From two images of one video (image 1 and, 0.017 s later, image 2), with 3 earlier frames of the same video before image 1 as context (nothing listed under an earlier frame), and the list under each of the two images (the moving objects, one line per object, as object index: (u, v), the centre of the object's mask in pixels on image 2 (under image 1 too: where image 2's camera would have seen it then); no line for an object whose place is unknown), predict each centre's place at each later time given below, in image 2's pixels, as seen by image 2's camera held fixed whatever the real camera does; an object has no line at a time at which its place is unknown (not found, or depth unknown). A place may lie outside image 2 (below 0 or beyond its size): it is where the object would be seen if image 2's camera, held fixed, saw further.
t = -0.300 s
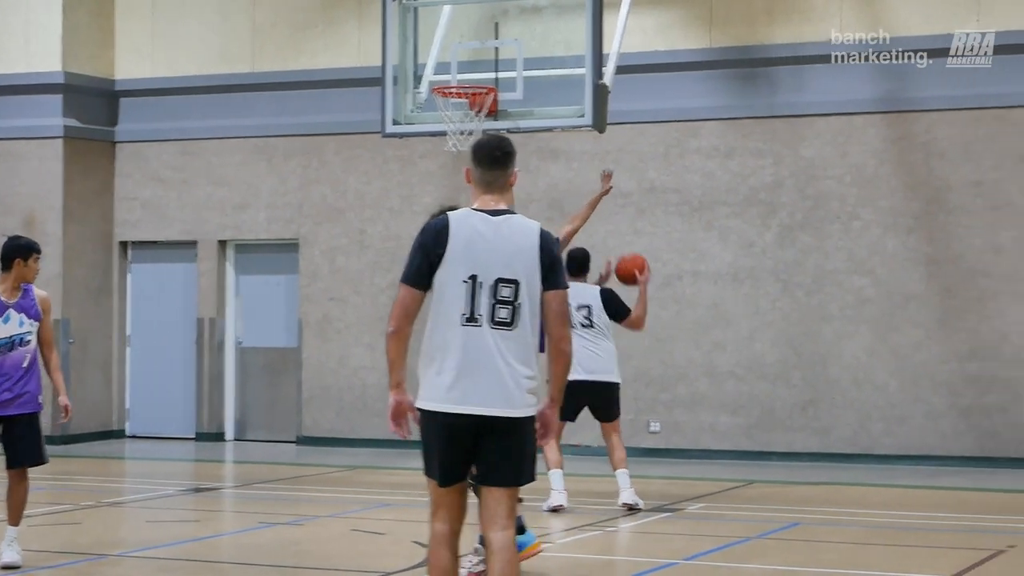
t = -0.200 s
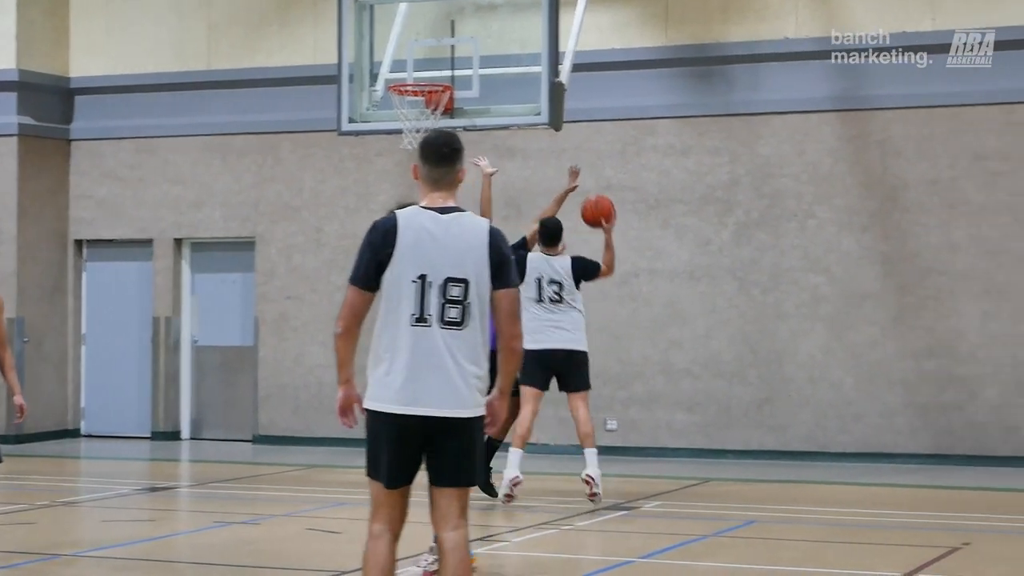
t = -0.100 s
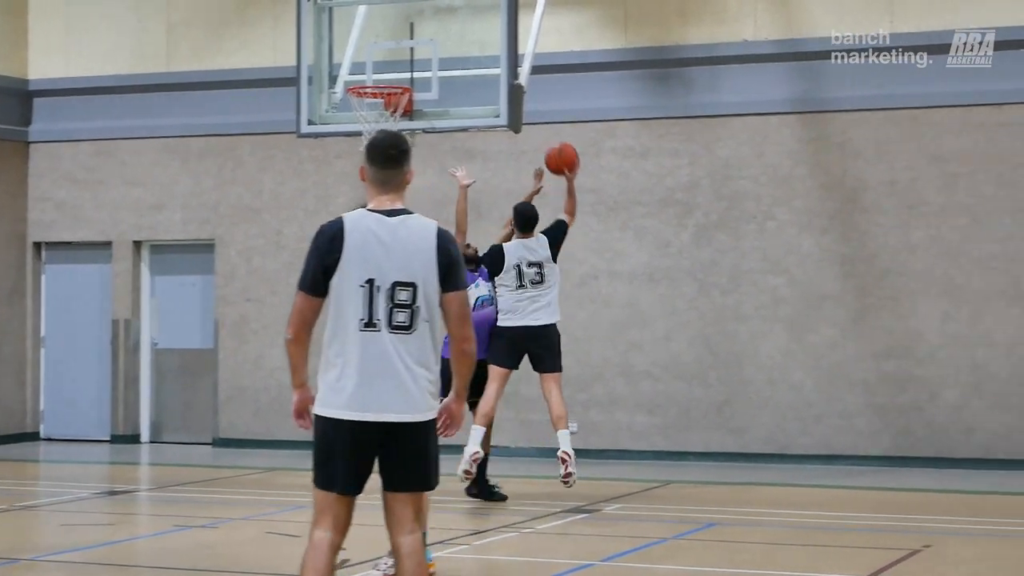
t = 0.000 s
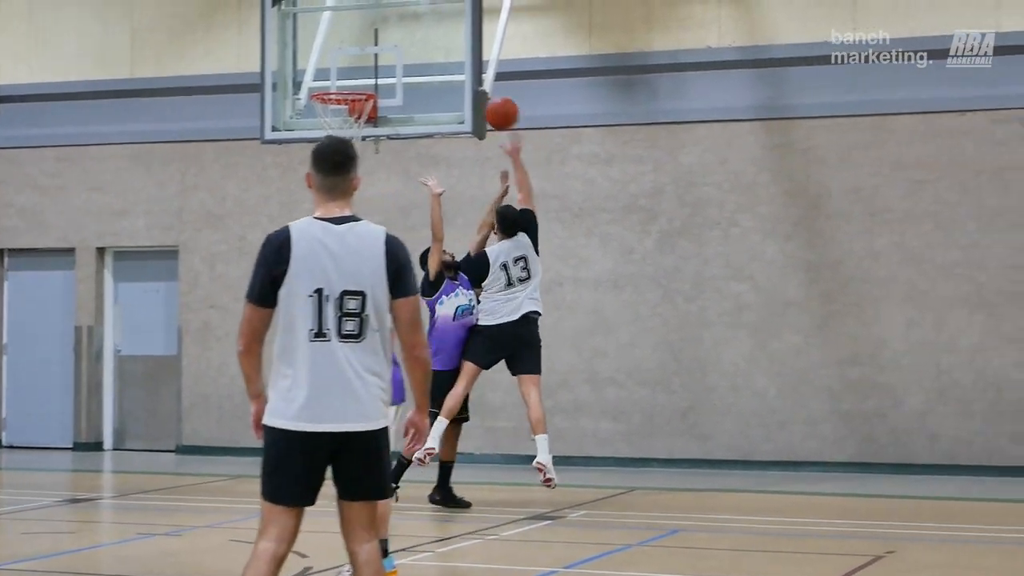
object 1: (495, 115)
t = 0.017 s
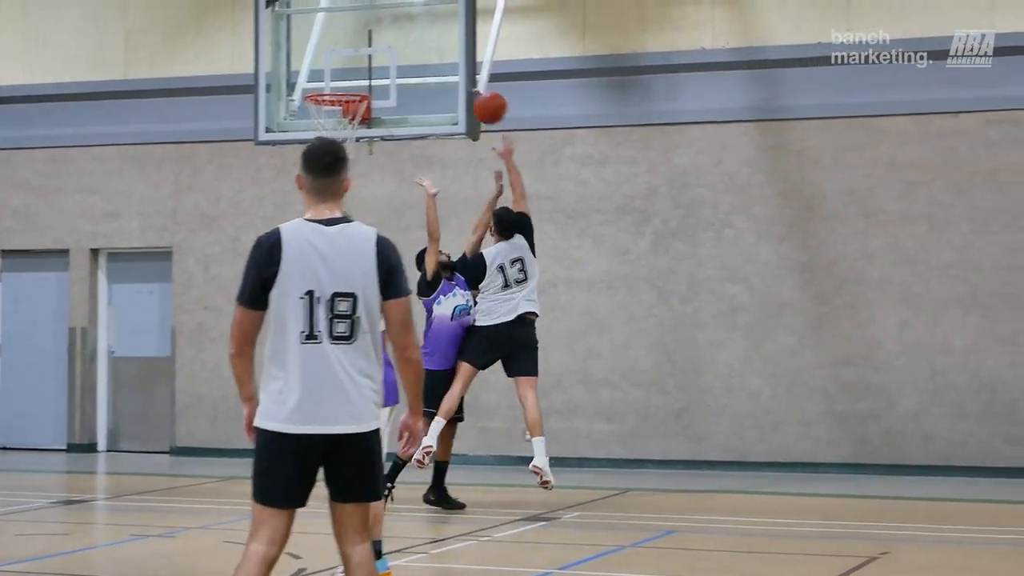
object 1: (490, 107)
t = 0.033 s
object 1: (484, 101)
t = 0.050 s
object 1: (480, 95)
